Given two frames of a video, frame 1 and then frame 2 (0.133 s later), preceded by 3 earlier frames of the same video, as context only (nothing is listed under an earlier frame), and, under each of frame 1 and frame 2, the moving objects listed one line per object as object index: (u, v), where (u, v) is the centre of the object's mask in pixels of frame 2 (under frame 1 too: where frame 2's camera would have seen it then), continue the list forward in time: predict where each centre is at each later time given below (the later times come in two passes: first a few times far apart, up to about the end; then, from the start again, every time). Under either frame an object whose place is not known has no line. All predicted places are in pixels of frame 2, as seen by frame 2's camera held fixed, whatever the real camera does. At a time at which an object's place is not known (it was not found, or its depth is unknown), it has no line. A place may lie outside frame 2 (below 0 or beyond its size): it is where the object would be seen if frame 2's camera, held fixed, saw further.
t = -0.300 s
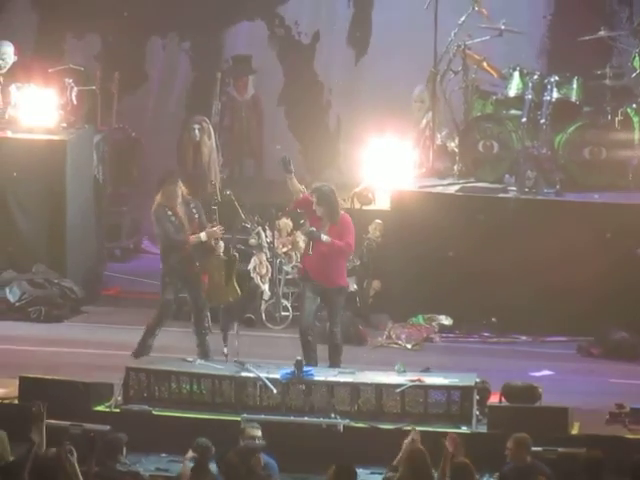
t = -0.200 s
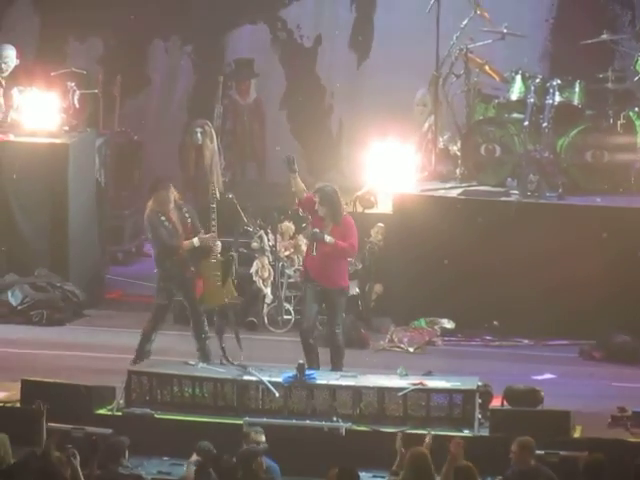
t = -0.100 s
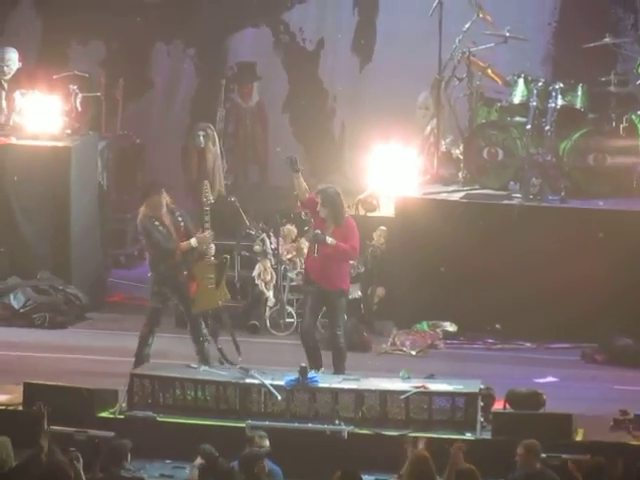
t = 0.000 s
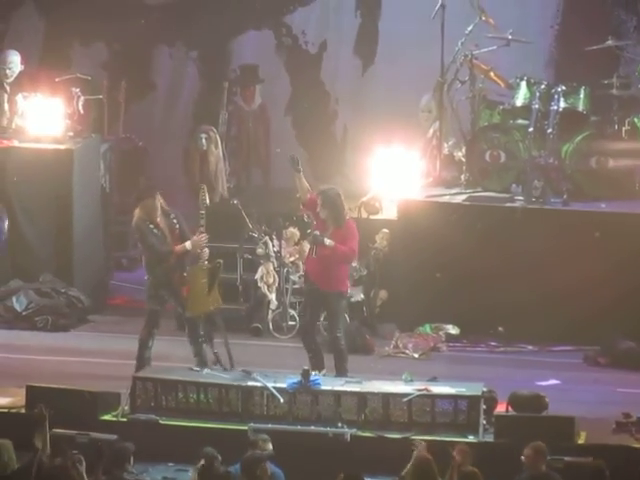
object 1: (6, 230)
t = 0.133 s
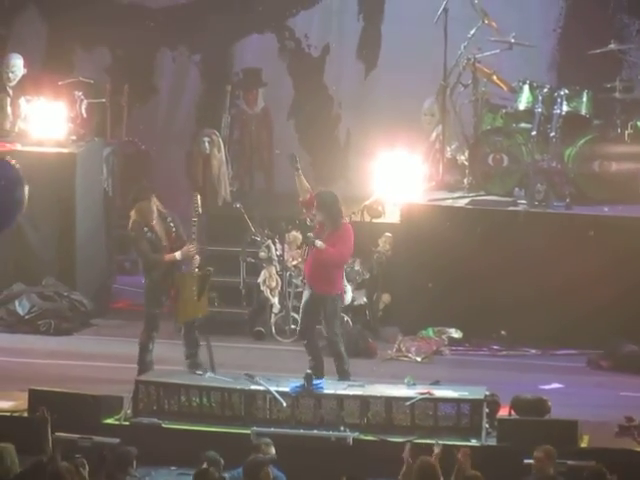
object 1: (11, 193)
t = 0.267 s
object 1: (18, 169)
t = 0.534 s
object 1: (43, 149)
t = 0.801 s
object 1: (67, 164)
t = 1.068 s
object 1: (89, 194)
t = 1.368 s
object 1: (120, 268)
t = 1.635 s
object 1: (129, 358)
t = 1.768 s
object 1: (131, 407)
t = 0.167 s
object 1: (12, 186)
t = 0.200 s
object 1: (14, 180)
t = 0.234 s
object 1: (17, 174)
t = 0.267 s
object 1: (18, 169)
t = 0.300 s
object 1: (21, 164)
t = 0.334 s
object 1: (23, 159)
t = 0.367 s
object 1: (25, 155)
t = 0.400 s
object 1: (29, 152)
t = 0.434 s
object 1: (32, 150)
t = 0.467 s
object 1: (34, 149)
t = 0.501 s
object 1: (39, 149)
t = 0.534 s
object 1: (43, 149)
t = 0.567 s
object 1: (46, 149)
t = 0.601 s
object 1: (50, 151)
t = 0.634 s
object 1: (53, 152)
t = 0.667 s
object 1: (56, 154)
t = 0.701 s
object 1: (59, 156)
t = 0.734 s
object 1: (61, 158)
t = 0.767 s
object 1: (65, 161)
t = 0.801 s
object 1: (67, 164)
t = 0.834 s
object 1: (70, 166)
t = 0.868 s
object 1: (72, 170)
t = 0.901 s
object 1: (74, 174)
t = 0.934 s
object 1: (76, 177)
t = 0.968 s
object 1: (79, 181)
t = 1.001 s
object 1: (82, 185)
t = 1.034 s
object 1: (85, 189)
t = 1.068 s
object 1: (89, 194)
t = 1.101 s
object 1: (93, 200)
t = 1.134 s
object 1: (97, 206)
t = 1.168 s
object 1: (101, 213)
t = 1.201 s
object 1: (105, 221)
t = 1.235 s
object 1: (109, 230)
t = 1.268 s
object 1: (112, 238)
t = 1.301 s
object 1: (115, 249)
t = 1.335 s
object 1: (118, 258)
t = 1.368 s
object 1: (120, 268)
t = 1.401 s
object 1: (122, 279)
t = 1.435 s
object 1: (124, 290)
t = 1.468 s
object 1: (125, 301)
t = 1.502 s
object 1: (126, 311)
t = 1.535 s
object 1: (127, 323)
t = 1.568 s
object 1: (128, 335)
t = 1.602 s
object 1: (128, 347)
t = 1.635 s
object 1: (129, 358)
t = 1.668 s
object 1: (129, 369)
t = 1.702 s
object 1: (130, 381)
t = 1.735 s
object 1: (131, 393)
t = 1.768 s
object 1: (131, 407)
